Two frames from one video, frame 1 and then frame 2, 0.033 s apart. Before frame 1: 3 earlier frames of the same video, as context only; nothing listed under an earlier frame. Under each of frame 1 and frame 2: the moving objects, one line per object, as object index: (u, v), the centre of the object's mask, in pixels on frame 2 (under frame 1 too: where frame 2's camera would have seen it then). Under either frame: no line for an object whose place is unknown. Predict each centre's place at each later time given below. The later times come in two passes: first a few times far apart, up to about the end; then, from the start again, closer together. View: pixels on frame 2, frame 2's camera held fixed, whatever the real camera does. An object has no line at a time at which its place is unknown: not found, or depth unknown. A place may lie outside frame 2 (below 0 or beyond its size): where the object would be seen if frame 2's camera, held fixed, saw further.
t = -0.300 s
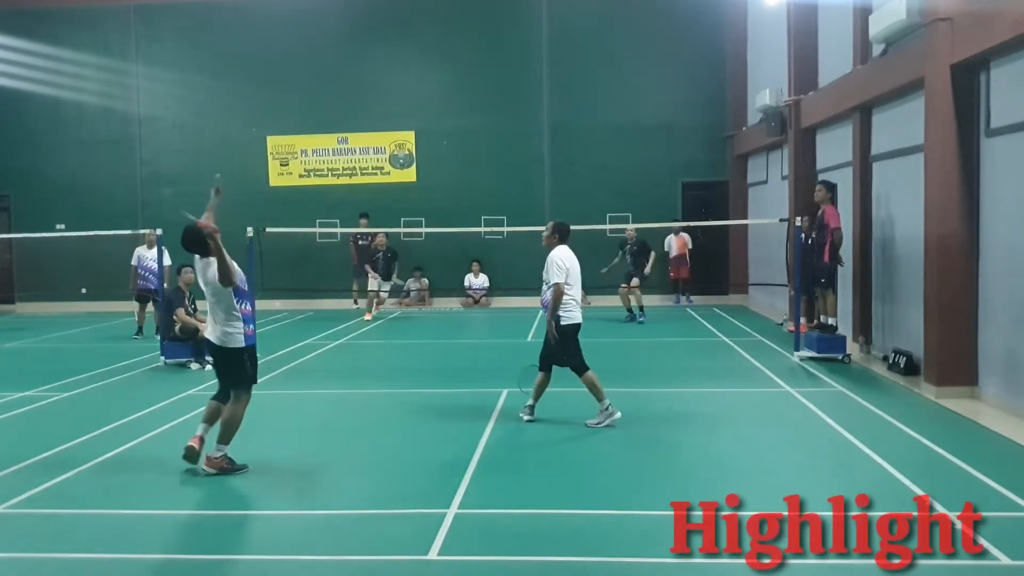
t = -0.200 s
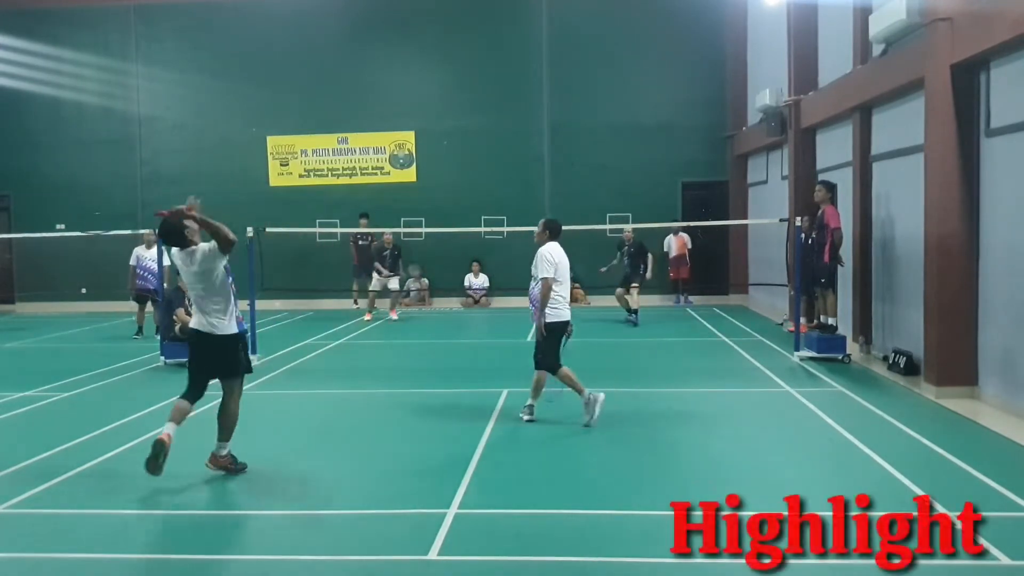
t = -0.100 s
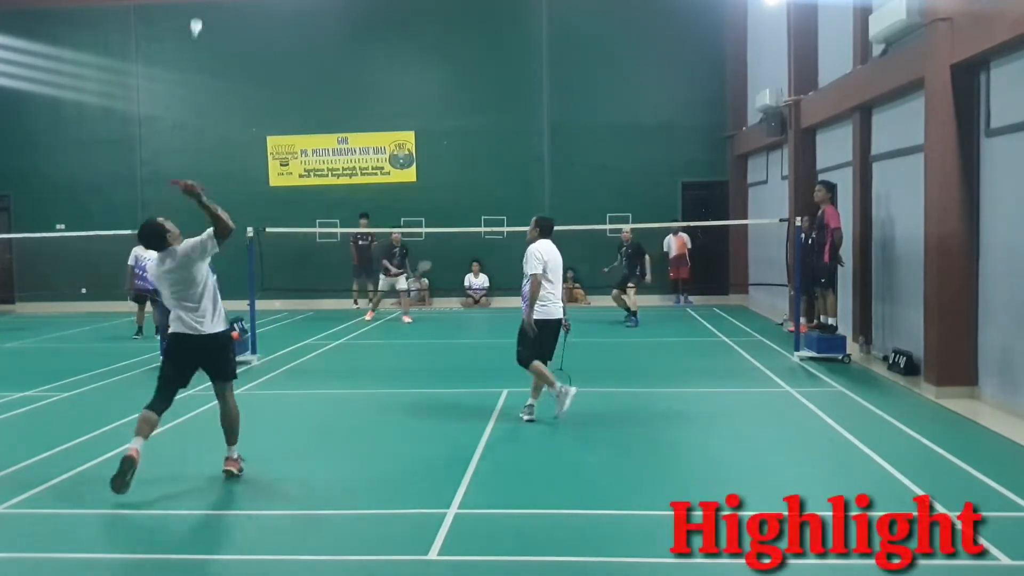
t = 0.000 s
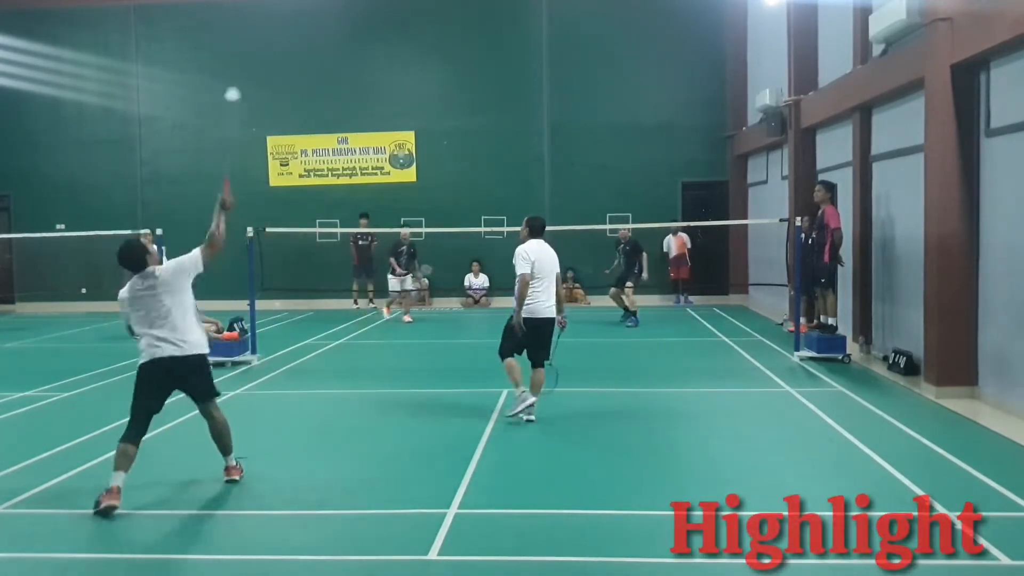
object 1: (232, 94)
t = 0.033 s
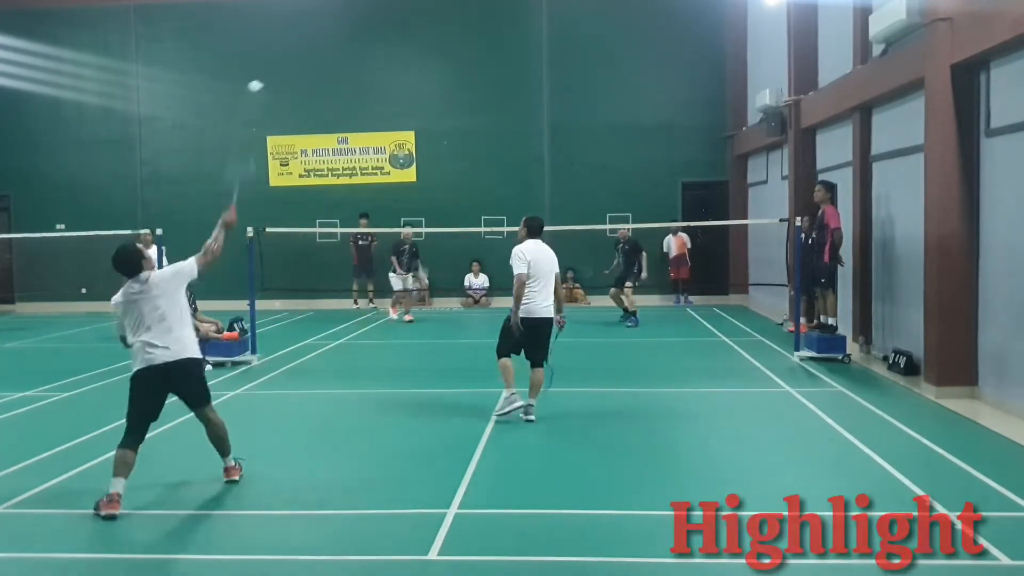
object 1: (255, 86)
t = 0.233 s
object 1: (354, 93)
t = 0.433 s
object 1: (403, 129)
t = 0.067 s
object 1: (278, 82)
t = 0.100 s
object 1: (299, 83)
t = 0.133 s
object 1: (316, 84)
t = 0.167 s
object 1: (330, 87)
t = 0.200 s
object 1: (342, 90)
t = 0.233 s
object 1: (354, 93)
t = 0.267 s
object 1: (364, 98)
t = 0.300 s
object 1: (373, 103)
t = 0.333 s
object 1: (382, 109)
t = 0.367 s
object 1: (390, 116)
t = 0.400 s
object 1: (397, 123)
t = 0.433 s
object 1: (403, 129)
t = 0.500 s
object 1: (417, 146)
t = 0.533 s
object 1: (421, 155)
